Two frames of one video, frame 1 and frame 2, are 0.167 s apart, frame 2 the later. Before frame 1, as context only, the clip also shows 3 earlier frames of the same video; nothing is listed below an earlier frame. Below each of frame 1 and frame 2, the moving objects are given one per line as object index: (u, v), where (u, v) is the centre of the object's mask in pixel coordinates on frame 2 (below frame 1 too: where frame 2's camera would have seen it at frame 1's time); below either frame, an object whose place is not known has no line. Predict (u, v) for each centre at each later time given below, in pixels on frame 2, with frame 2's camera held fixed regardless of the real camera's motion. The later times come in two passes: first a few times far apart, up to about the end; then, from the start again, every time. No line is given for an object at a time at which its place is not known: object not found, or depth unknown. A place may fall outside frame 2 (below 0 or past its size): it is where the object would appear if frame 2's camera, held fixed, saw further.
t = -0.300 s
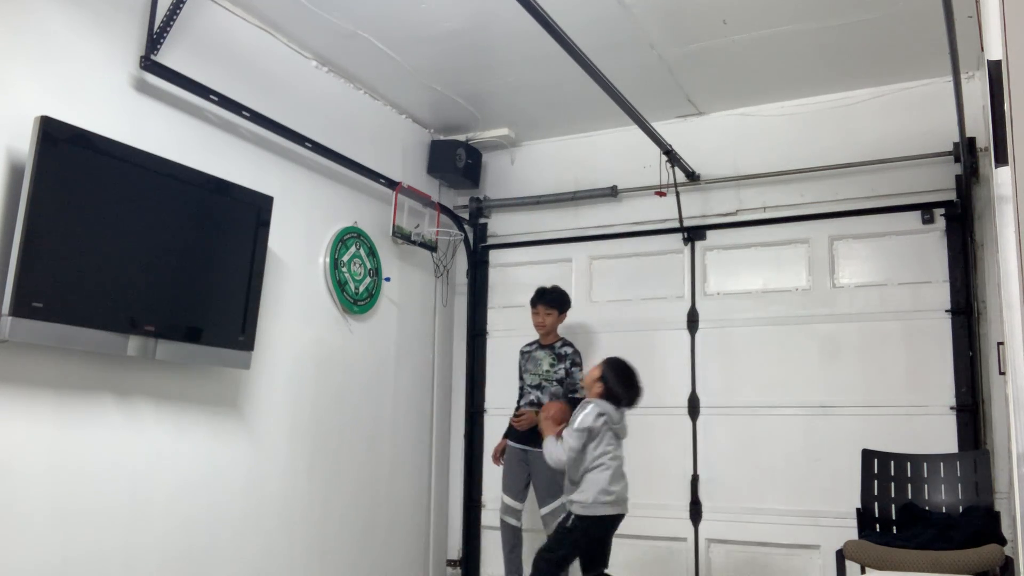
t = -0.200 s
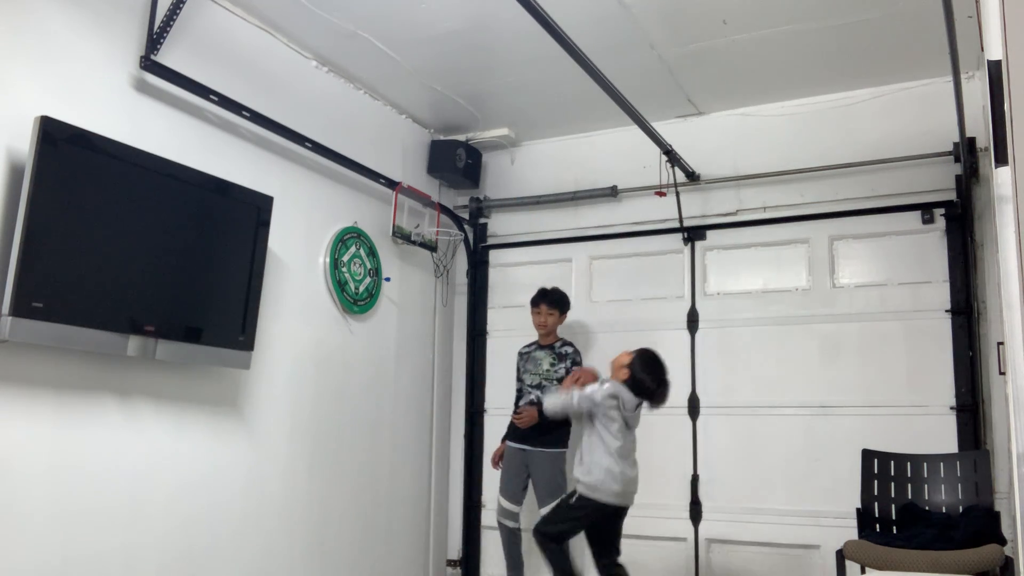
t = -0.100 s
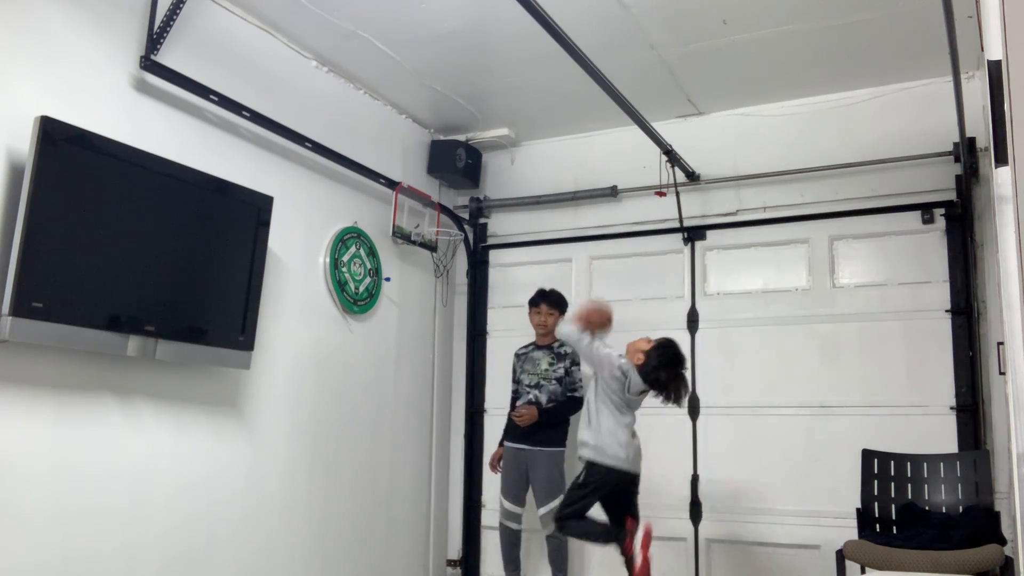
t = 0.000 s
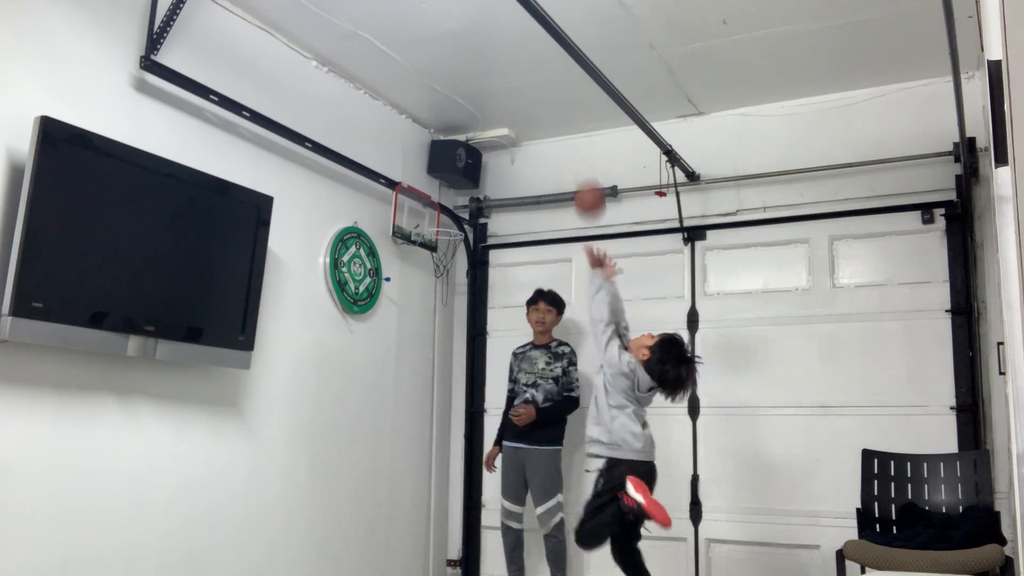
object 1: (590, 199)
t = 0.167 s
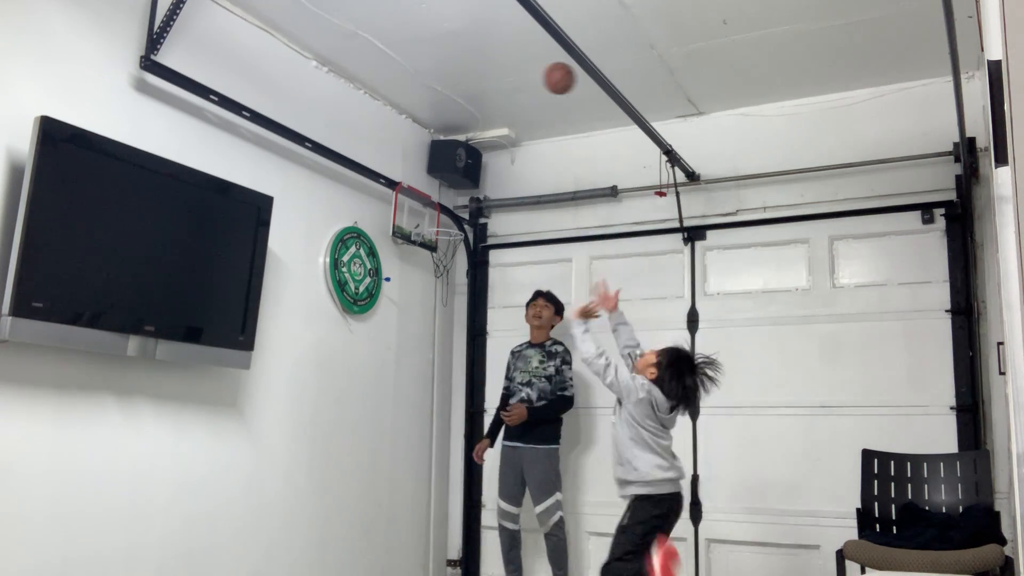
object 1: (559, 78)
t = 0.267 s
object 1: (515, 86)
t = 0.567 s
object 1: (385, 229)
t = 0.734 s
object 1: (313, 382)
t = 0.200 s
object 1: (544, 78)
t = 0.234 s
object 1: (529, 81)
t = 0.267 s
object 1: (515, 86)
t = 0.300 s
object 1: (500, 93)
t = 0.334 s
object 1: (485, 102)
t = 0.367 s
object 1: (471, 113)
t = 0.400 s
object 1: (457, 127)
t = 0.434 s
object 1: (443, 144)
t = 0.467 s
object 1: (429, 161)
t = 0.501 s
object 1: (415, 183)
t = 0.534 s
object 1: (401, 203)
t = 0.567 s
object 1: (385, 229)
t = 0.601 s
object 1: (372, 256)
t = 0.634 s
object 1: (357, 284)
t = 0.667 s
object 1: (342, 315)
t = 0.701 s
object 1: (328, 347)
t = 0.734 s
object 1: (313, 382)
